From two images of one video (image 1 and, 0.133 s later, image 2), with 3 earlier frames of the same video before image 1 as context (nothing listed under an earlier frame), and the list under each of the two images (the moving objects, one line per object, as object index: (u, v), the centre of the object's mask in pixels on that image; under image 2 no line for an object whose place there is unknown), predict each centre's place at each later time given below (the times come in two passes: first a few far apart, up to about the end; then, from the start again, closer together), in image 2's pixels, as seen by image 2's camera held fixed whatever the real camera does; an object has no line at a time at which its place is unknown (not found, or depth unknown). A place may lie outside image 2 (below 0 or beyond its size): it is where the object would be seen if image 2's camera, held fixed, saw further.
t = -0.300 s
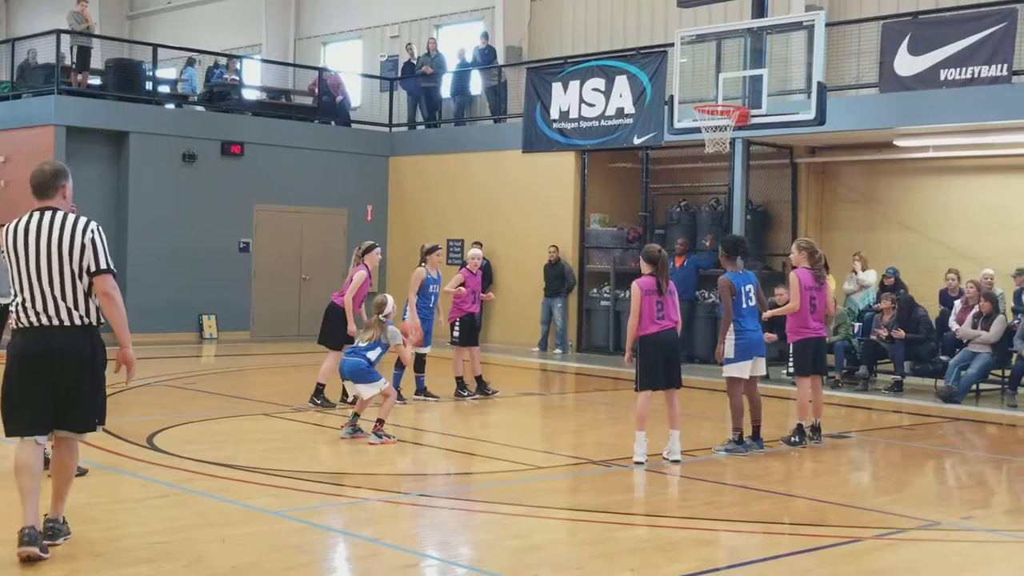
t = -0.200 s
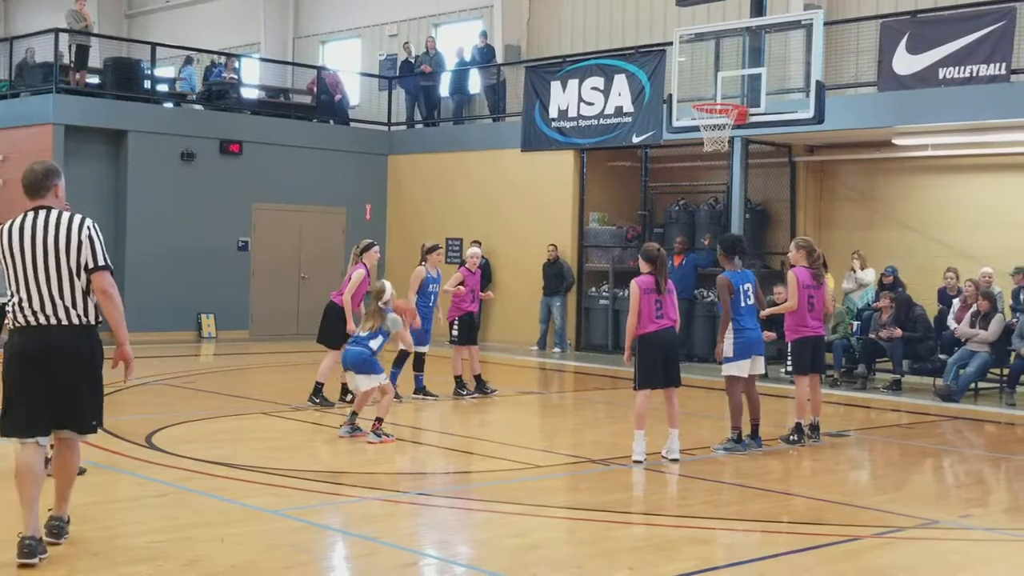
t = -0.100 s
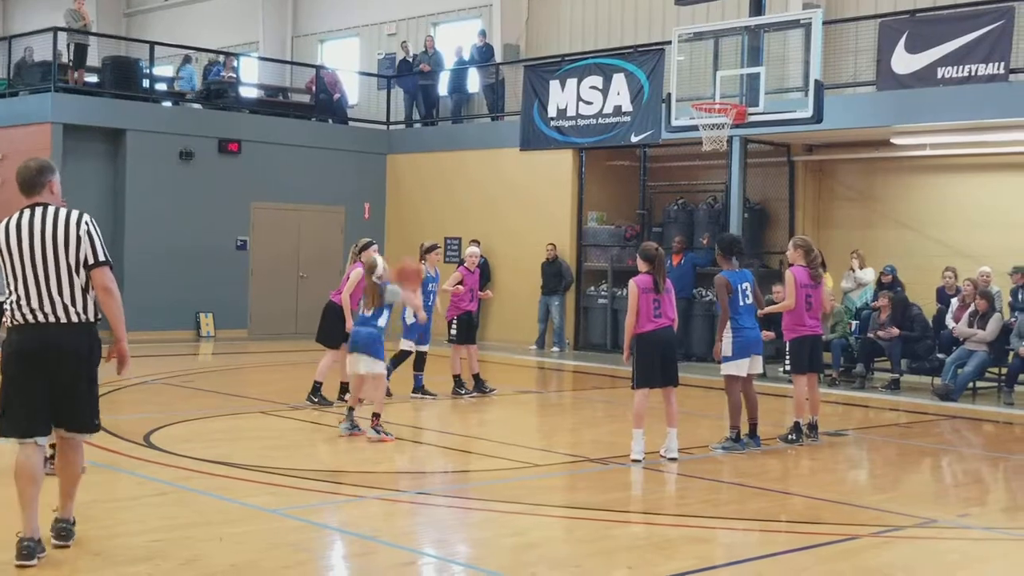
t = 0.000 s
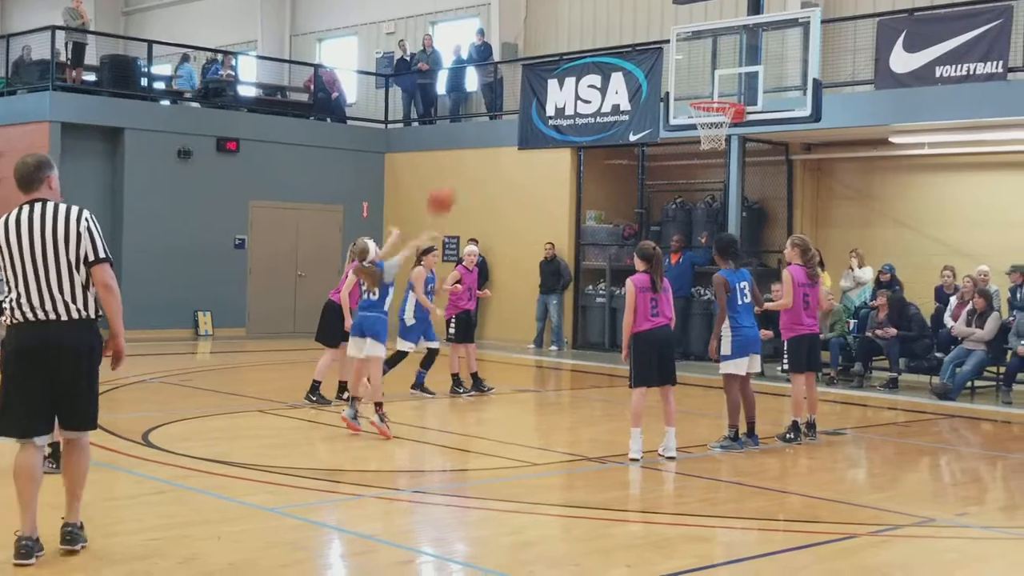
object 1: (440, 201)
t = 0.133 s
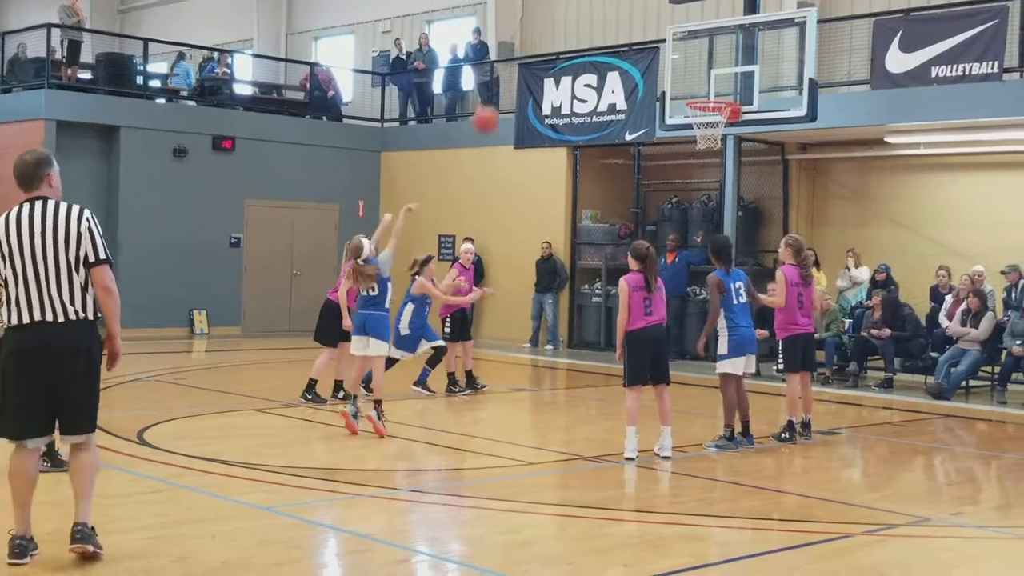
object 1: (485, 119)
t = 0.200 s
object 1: (508, 90)
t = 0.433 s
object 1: (583, 28)
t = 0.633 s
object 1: (639, 20)
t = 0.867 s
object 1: (697, 65)
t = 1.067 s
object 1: (726, 84)
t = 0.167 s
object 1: (496, 104)
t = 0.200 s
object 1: (508, 90)
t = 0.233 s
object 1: (520, 77)
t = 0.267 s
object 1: (530, 66)
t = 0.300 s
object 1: (541, 57)
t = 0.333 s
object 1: (551, 48)
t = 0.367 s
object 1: (562, 39)
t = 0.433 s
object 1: (583, 28)
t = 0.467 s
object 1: (593, 23)
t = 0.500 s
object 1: (602, 20)
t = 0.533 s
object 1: (612, 18)
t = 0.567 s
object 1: (621, 18)
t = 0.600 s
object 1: (630, 19)
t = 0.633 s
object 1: (639, 20)
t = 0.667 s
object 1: (648, 23)
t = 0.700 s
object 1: (657, 28)
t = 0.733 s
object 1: (665, 33)
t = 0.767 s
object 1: (674, 39)
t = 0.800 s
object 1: (682, 47)
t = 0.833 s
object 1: (690, 55)
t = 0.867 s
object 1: (697, 65)
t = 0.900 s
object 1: (705, 75)
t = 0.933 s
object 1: (713, 87)
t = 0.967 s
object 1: (719, 90)
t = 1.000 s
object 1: (721, 87)
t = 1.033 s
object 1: (723, 85)
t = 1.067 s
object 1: (726, 84)
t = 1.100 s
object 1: (728, 84)
